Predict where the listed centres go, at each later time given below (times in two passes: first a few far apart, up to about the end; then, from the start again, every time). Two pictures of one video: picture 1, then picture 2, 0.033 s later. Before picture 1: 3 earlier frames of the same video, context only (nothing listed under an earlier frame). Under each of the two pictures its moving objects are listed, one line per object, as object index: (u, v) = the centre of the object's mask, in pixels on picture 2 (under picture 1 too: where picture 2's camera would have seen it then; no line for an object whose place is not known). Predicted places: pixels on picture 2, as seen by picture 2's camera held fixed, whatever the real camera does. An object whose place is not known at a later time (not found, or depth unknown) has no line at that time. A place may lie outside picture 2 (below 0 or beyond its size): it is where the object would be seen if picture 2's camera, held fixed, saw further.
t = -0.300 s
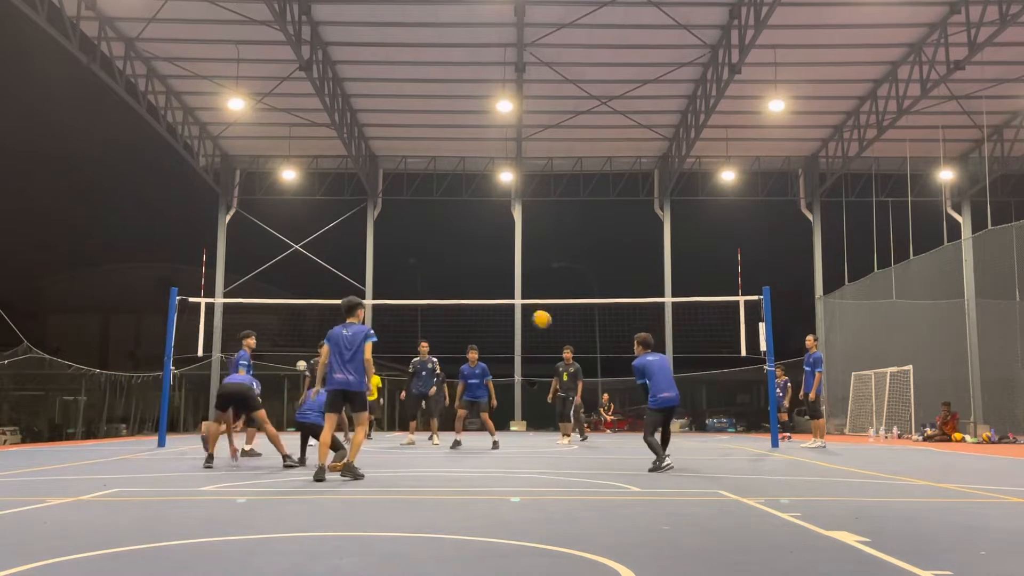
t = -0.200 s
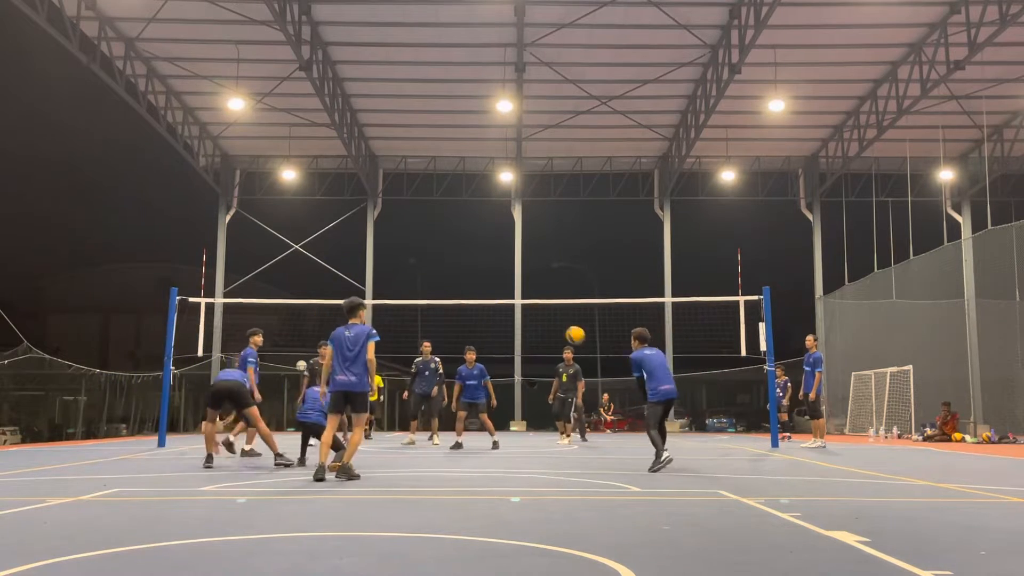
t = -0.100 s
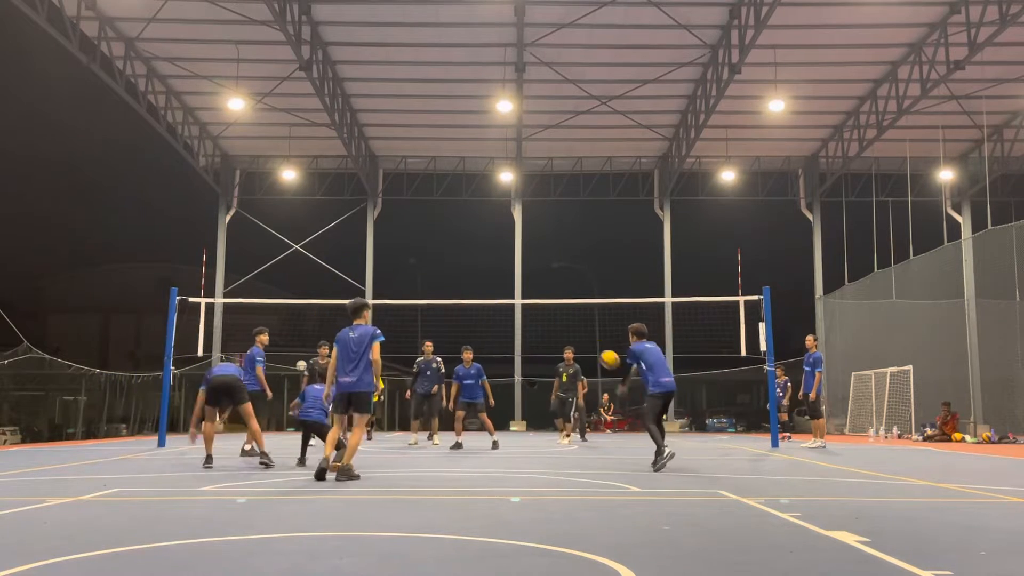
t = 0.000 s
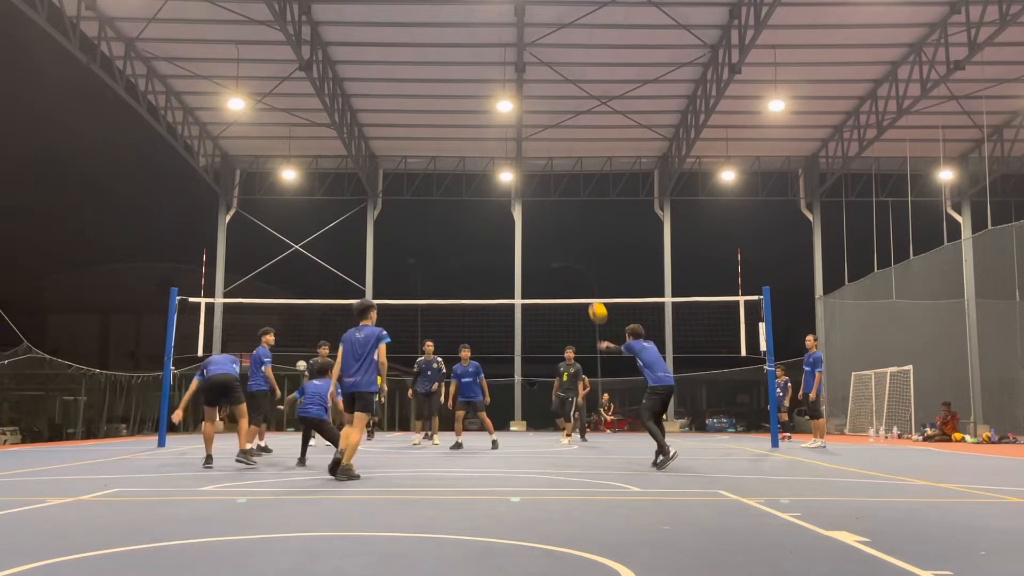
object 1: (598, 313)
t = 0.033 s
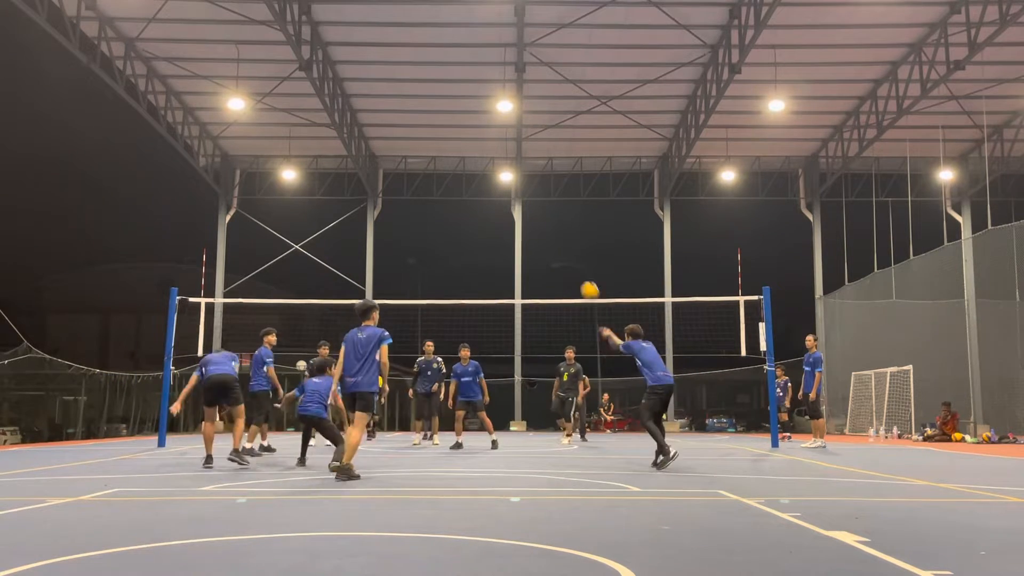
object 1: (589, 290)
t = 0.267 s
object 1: (539, 179)
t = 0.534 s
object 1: (489, 111)
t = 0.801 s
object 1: (446, 100)
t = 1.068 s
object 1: (406, 135)
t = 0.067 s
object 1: (582, 272)
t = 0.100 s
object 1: (574, 254)
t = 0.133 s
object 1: (567, 236)
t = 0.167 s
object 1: (560, 221)
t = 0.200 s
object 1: (552, 206)
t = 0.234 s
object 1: (545, 193)
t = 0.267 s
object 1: (539, 179)
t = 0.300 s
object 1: (532, 169)
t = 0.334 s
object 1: (525, 156)
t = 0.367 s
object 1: (519, 146)
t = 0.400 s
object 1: (513, 138)
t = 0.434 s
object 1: (508, 130)
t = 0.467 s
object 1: (502, 125)
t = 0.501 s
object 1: (496, 118)
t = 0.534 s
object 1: (489, 111)
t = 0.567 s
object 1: (484, 108)
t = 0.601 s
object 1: (478, 104)
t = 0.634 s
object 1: (472, 102)
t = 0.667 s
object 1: (466, 100)
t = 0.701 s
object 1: (462, 98)
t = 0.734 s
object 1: (456, 98)
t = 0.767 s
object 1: (451, 99)
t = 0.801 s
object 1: (446, 100)
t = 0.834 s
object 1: (440, 102)
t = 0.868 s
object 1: (435, 105)
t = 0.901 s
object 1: (431, 108)
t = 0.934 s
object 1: (425, 113)
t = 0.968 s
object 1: (421, 116)
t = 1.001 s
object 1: (416, 122)
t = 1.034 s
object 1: (411, 128)
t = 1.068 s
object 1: (406, 135)
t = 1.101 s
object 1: (401, 142)
